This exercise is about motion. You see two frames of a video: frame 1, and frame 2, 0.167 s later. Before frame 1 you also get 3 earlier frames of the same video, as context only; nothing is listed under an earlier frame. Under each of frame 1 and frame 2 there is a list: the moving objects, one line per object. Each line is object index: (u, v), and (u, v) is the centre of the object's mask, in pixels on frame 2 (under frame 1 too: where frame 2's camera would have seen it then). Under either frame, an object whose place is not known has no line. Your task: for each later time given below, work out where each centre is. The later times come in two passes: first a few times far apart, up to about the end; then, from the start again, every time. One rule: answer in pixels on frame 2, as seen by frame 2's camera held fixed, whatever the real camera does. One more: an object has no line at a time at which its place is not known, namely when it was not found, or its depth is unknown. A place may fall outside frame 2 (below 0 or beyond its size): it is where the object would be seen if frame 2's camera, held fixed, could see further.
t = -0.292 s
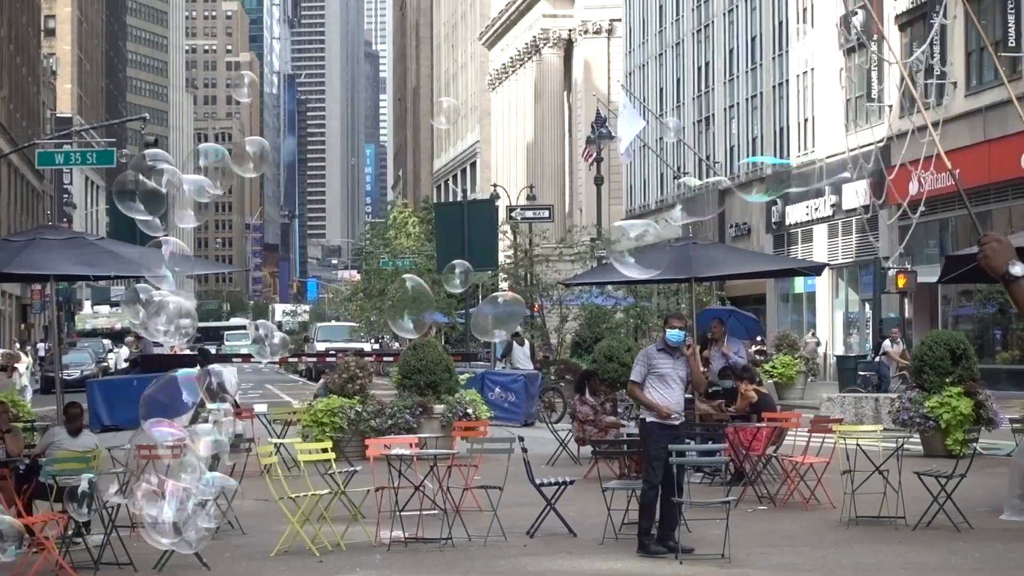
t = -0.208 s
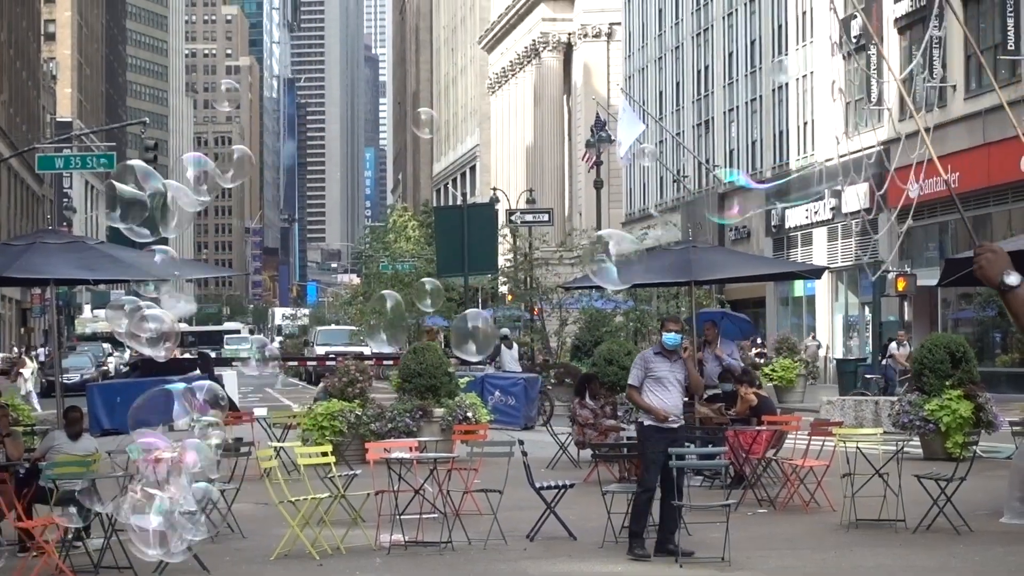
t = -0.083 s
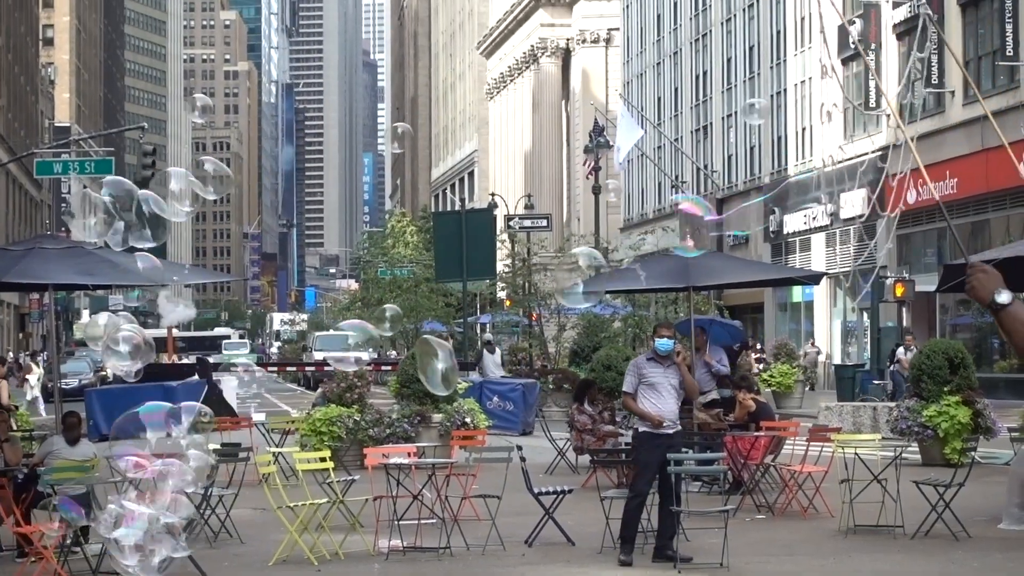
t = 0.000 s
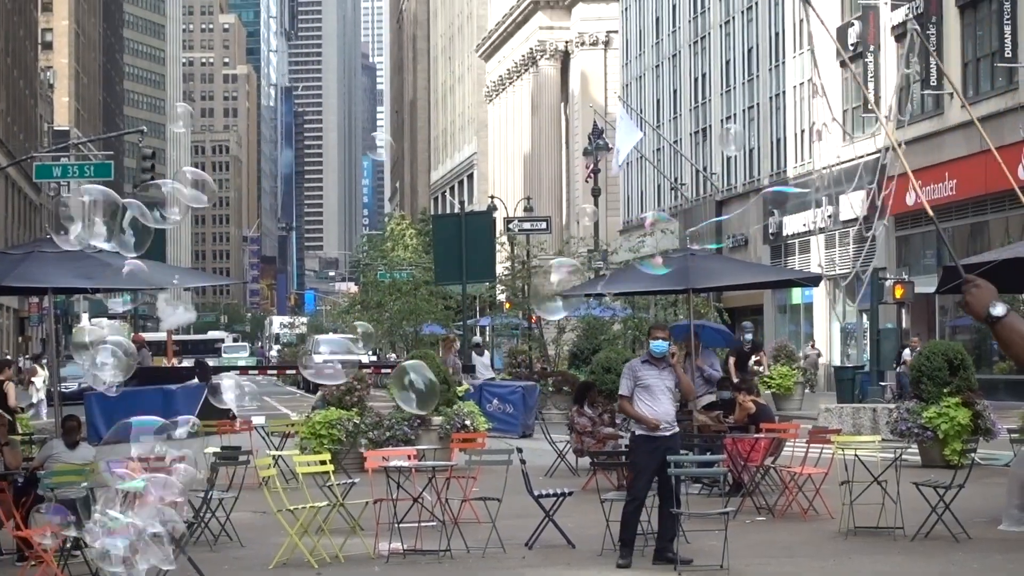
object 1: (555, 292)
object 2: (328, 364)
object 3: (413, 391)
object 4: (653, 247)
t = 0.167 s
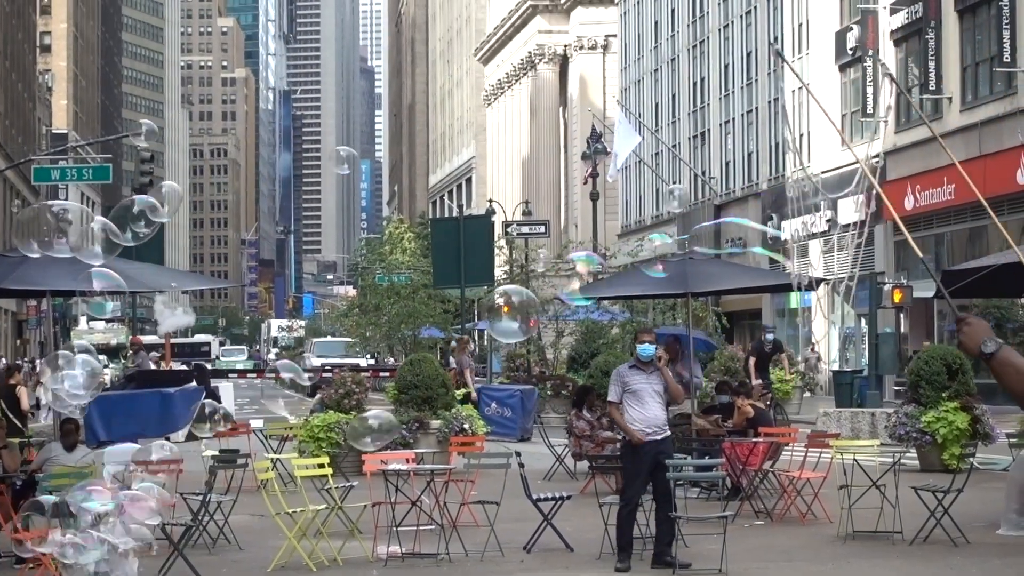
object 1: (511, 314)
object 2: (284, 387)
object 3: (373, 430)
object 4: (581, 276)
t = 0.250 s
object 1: (490, 323)
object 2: (264, 396)
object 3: (354, 452)
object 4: (537, 290)
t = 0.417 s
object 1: (446, 344)
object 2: (221, 422)
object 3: (324, 495)
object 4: (466, 322)
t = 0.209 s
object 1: (499, 319)
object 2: (276, 393)
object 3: (361, 442)
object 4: (555, 286)
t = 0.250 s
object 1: (490, 323)
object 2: (264, 396)
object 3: (354, 452)
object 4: (537, 290)
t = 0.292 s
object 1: (478, 330)
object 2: (250, 404)
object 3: (345, 465)
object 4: (516, 301)
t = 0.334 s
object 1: (467, 334)
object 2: (242, 409)
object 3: (340, 474)
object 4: (505, 307)
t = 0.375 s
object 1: (454, 341)
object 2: (230, 417)
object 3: (330, 487)
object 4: (484, 317)
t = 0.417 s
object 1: (446, 344)
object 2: (221, 422)
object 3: (324, 495)
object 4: (466, 322)
